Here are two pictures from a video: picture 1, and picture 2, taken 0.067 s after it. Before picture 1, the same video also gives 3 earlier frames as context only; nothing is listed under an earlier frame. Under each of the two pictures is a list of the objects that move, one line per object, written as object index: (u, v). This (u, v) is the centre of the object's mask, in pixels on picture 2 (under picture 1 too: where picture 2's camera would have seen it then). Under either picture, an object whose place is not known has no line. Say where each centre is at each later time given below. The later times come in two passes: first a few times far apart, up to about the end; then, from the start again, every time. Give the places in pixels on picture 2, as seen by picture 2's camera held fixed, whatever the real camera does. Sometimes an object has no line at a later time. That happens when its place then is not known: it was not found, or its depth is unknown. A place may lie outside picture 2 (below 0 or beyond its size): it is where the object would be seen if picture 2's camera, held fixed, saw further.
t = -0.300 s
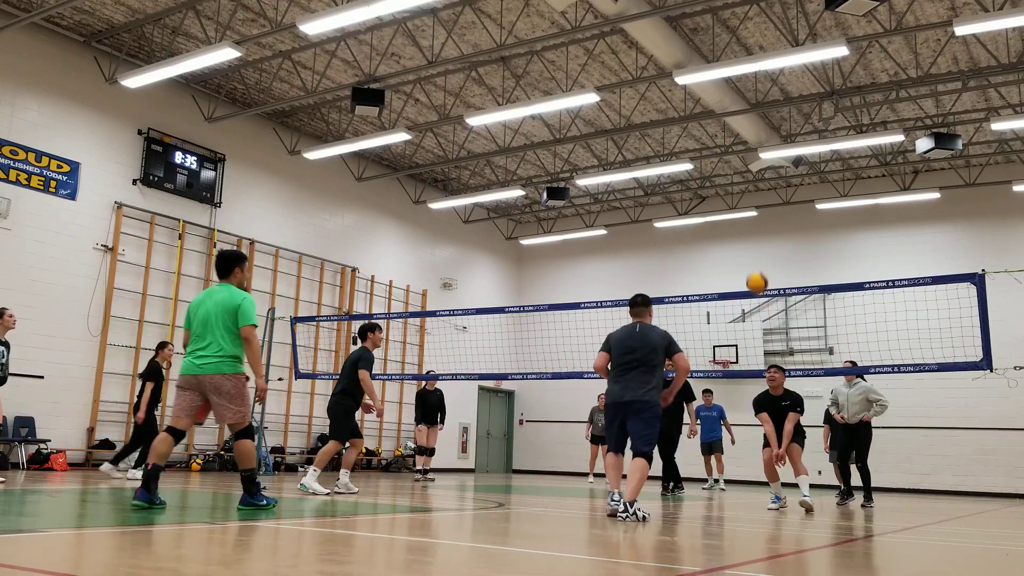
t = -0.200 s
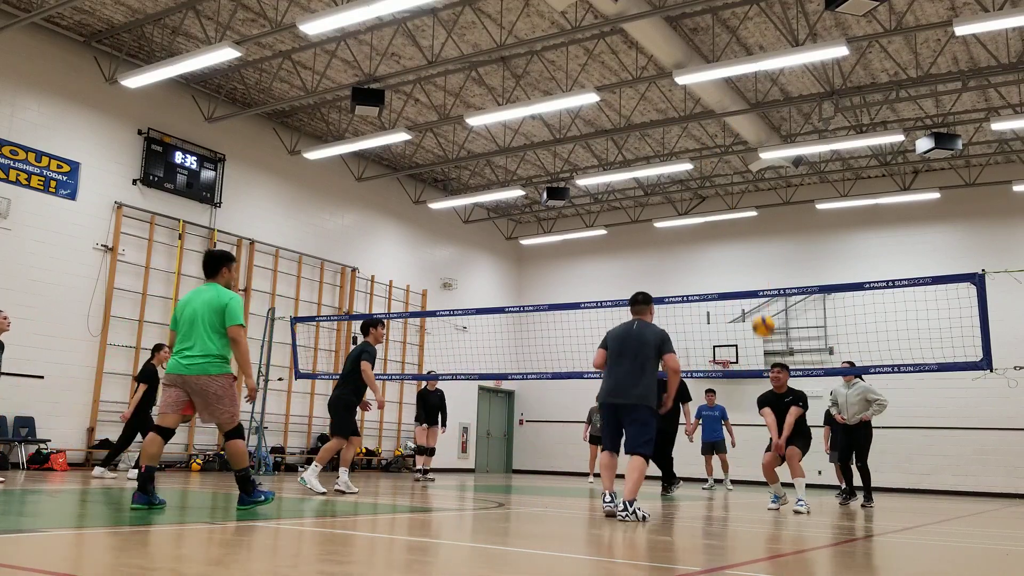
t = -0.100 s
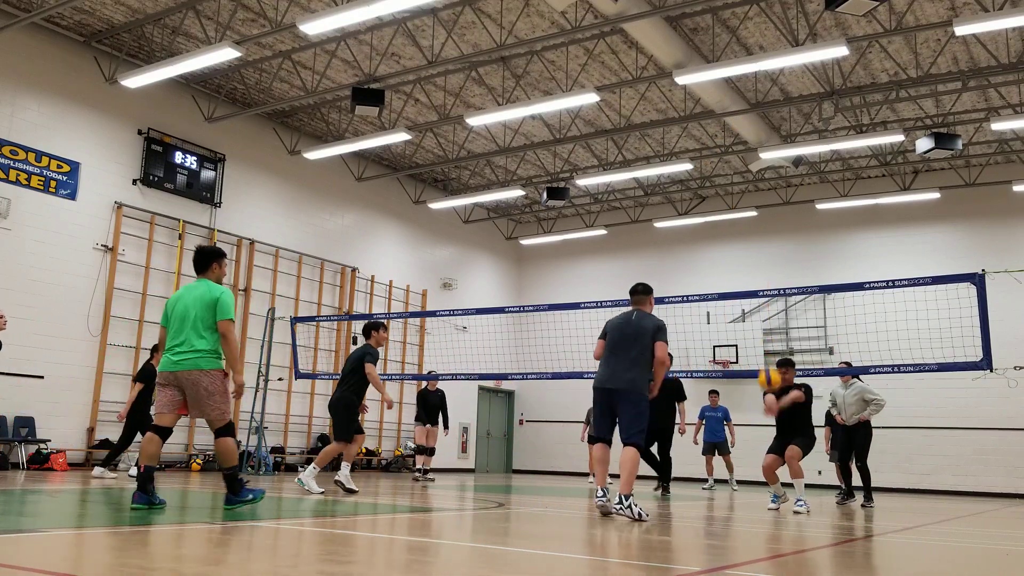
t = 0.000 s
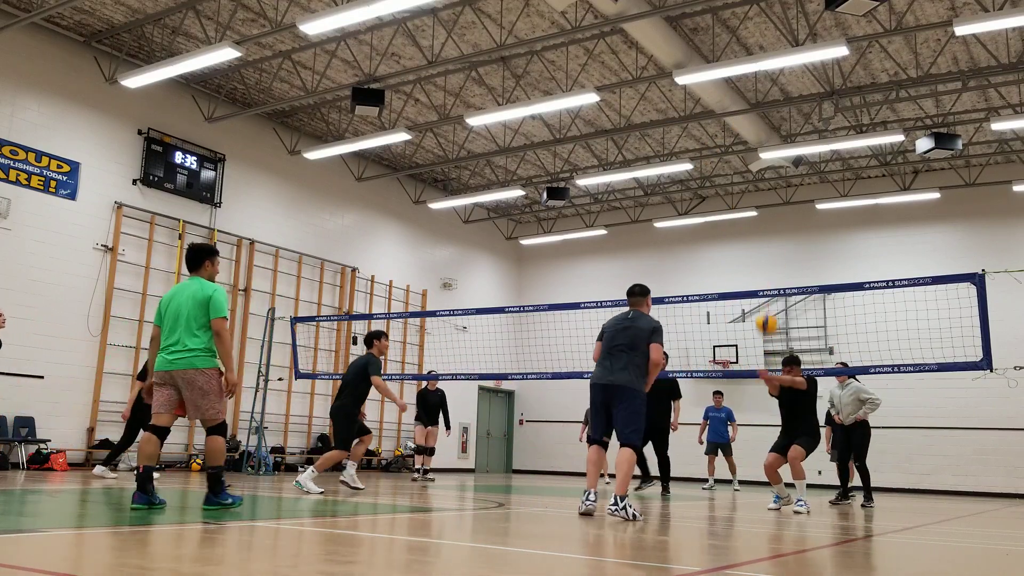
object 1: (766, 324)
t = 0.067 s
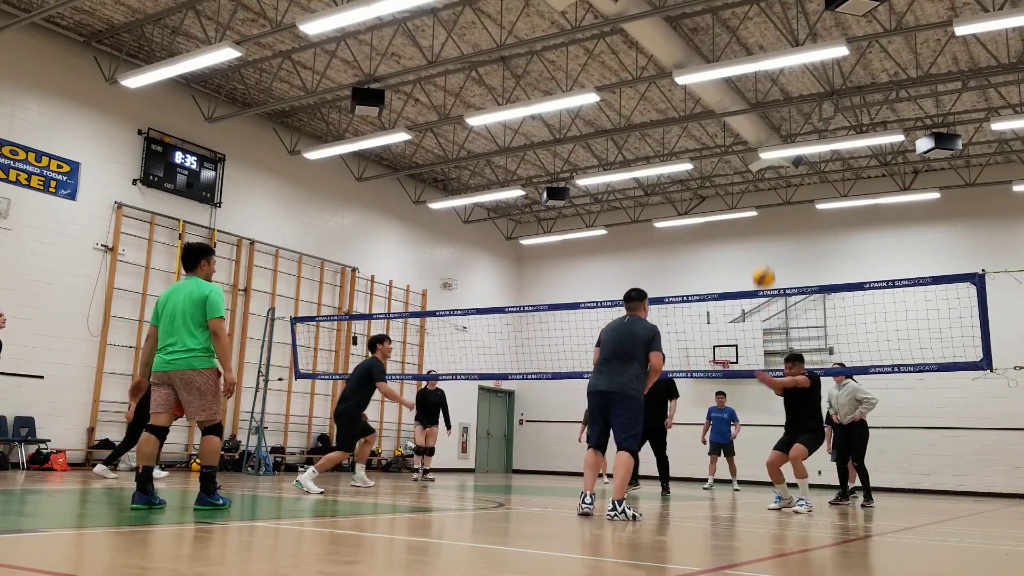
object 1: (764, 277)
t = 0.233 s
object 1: (758, 185)
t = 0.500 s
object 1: (749, 95)
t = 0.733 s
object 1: (741, 71)
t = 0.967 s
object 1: (733, 96)
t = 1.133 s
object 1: (728, 145)
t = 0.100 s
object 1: (762, 256)
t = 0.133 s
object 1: (761, 236)
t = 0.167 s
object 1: (760, 218)
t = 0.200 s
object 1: (759, 201)
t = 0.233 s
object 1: (758, 185)
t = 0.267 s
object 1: (757, 170)
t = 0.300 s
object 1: (755, 155)
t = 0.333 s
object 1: (754, 143)
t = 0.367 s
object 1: (753, 132)
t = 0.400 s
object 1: (752, 120)
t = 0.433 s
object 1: (751, 111)
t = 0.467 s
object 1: (750, 102)
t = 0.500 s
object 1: (749, 95)
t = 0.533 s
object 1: (747, 89)
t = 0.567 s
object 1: (746, 83)
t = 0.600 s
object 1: (745, 79)
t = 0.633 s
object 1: (744, 76)
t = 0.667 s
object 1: (743, 72)
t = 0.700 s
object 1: (742, 71)
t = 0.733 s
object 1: (741, 71)
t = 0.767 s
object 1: (740, 71)
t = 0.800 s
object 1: (739, 73)
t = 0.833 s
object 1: (738, 76)
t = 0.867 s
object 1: (737, 80)
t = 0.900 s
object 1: (736, 84)
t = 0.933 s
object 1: (735, 89)
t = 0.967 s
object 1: (733, 96)
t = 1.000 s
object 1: (732, 104)
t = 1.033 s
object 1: (731, 113)
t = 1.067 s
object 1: (730, 123)
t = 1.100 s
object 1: (729, 134)
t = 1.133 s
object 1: (728, 145)
